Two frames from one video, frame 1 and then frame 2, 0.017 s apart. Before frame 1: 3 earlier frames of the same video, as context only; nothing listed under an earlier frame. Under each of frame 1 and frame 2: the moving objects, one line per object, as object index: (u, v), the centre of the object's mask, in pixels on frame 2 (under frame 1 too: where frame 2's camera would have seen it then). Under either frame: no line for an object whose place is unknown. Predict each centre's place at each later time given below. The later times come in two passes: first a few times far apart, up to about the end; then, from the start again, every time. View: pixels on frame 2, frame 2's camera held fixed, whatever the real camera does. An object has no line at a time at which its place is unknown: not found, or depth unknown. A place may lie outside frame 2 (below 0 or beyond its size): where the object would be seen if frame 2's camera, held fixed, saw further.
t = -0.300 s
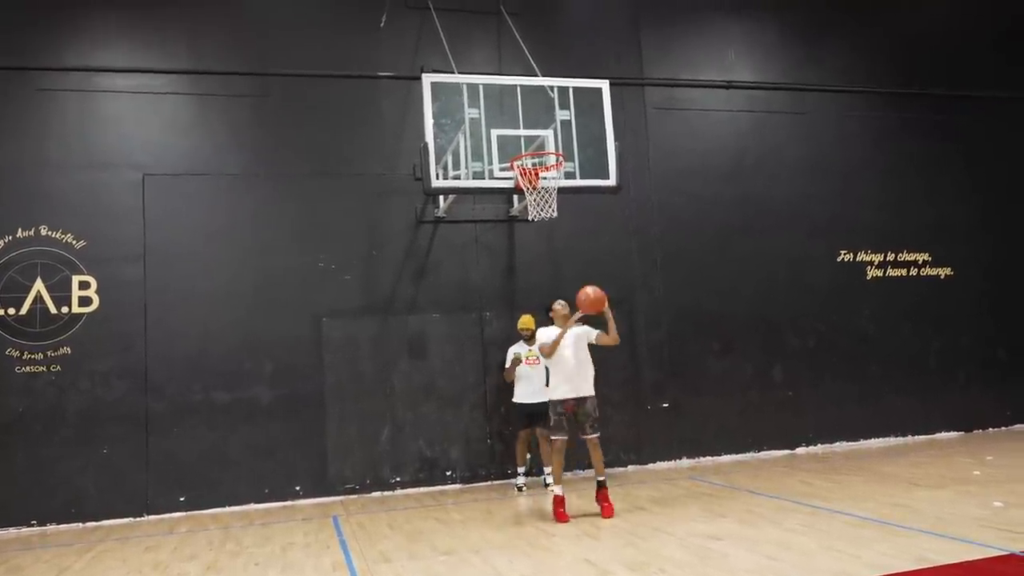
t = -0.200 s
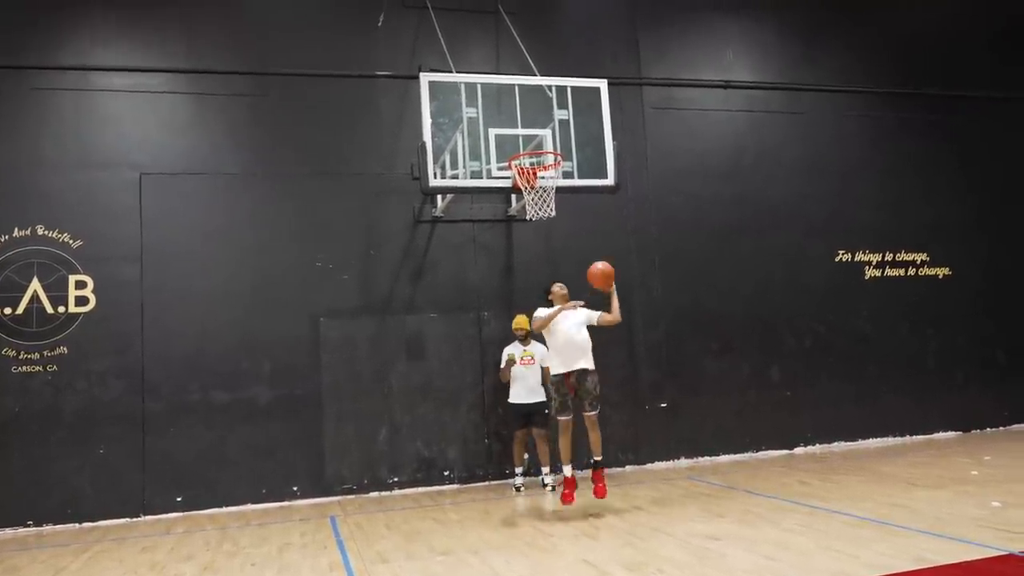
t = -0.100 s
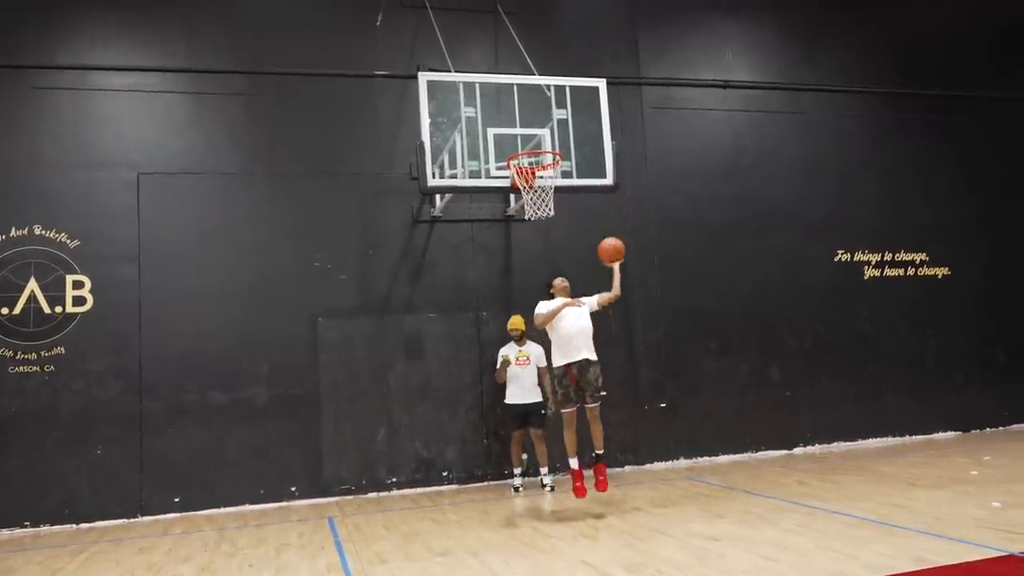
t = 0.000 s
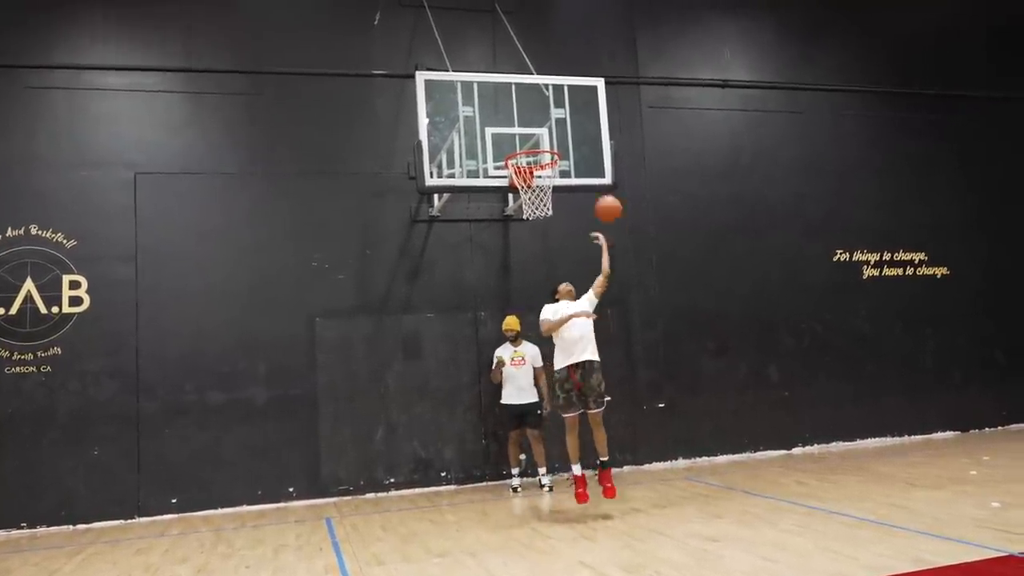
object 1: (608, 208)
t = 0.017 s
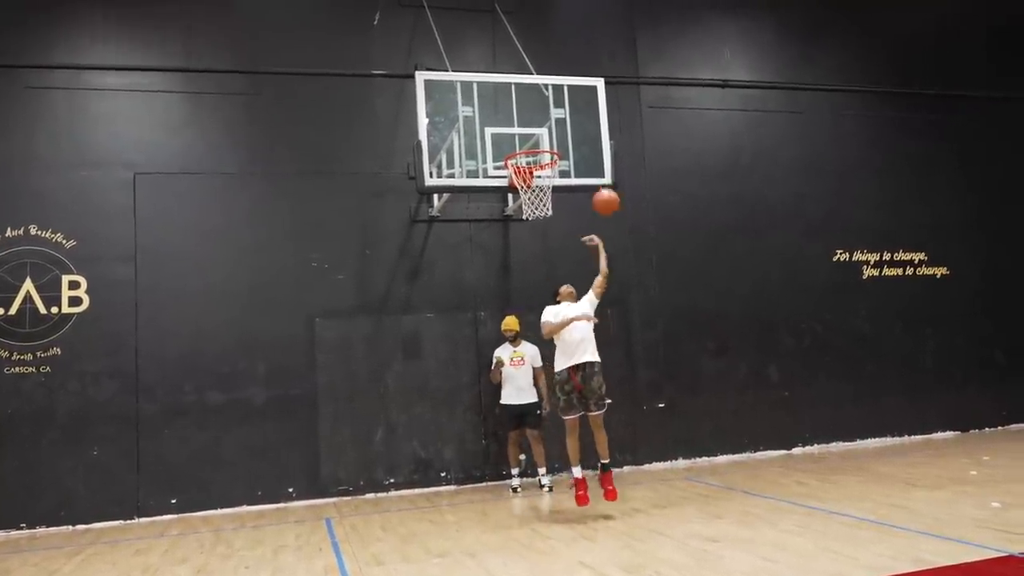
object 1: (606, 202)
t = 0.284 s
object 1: (577, 130)
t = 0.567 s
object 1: (545, 135)
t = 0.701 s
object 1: (531, 167)
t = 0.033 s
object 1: (604, 195)
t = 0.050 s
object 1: (602, 189)
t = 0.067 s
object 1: (600, 182)
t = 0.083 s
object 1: (598, 177)
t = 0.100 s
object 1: (596, 170)
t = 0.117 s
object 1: (594, 165)
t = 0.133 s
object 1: (592, 161)
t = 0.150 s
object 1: (590, 157)
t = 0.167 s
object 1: (589, 151)
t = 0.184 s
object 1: (587, 148)
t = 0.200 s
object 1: (587, 144)
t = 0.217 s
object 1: (584, 141)
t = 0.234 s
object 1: (582, 138)
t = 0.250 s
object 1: (581, 136)
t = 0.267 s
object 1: (577, 133)
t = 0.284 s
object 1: (577, 130)
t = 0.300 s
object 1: (575, 129)
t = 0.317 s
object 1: (573, 127)
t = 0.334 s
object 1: (572, 125)
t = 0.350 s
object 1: (570, 125)
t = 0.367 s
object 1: (567, 123)
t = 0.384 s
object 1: (566, 123)
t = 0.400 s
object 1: (563, 122)
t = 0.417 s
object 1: (562, 122)
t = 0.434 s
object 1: (560, 122)
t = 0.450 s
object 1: (558, 124)
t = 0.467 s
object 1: (556, 124)
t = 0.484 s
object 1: (554, 125)
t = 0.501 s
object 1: (552, 126)
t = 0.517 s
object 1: (551, 128)
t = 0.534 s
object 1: (549, 130)
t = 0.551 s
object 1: (547, 132)
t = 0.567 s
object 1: (545, 135)
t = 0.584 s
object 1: (542, 139)
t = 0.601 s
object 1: (541, 140)
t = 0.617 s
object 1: (540, 142)
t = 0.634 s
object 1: (538, 143)
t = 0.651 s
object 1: (536, 152)
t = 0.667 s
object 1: (534, 157)
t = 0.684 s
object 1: (533, 163)
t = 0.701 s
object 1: (531, 167)
